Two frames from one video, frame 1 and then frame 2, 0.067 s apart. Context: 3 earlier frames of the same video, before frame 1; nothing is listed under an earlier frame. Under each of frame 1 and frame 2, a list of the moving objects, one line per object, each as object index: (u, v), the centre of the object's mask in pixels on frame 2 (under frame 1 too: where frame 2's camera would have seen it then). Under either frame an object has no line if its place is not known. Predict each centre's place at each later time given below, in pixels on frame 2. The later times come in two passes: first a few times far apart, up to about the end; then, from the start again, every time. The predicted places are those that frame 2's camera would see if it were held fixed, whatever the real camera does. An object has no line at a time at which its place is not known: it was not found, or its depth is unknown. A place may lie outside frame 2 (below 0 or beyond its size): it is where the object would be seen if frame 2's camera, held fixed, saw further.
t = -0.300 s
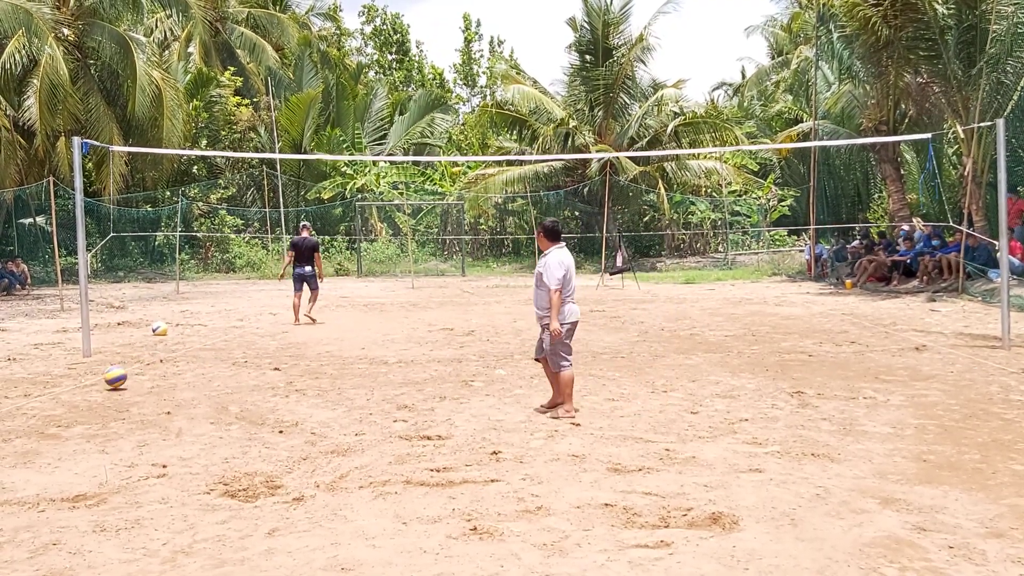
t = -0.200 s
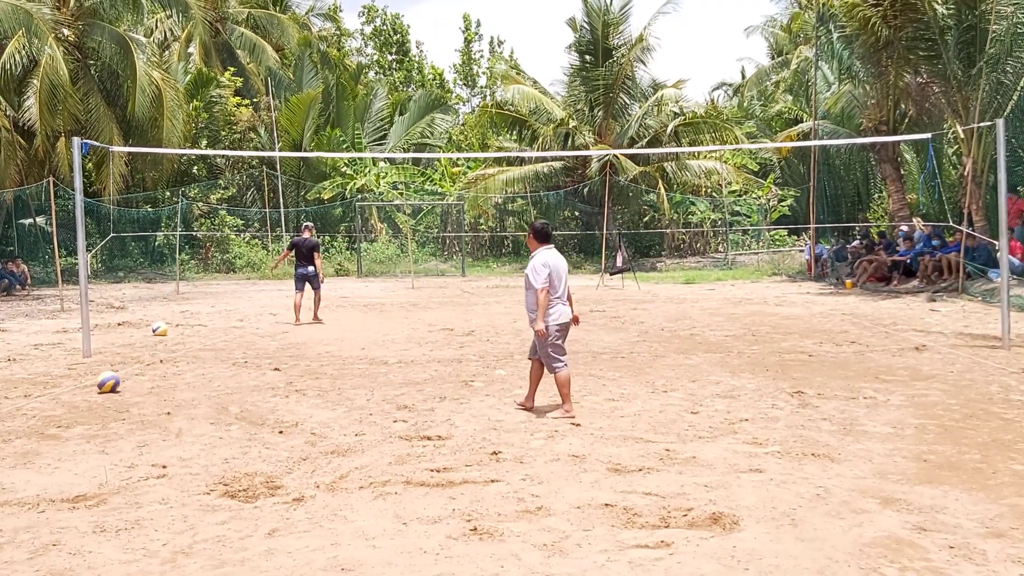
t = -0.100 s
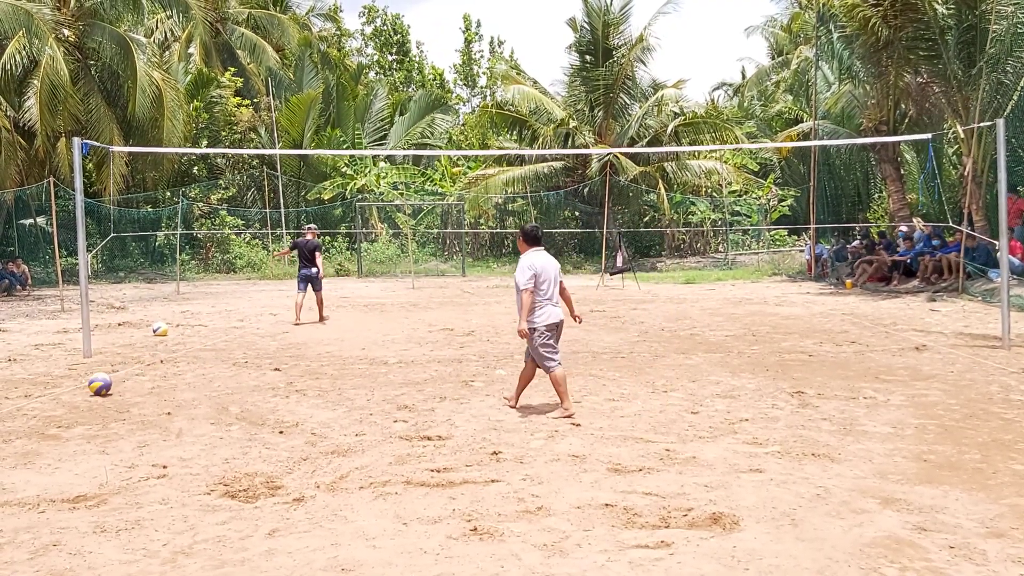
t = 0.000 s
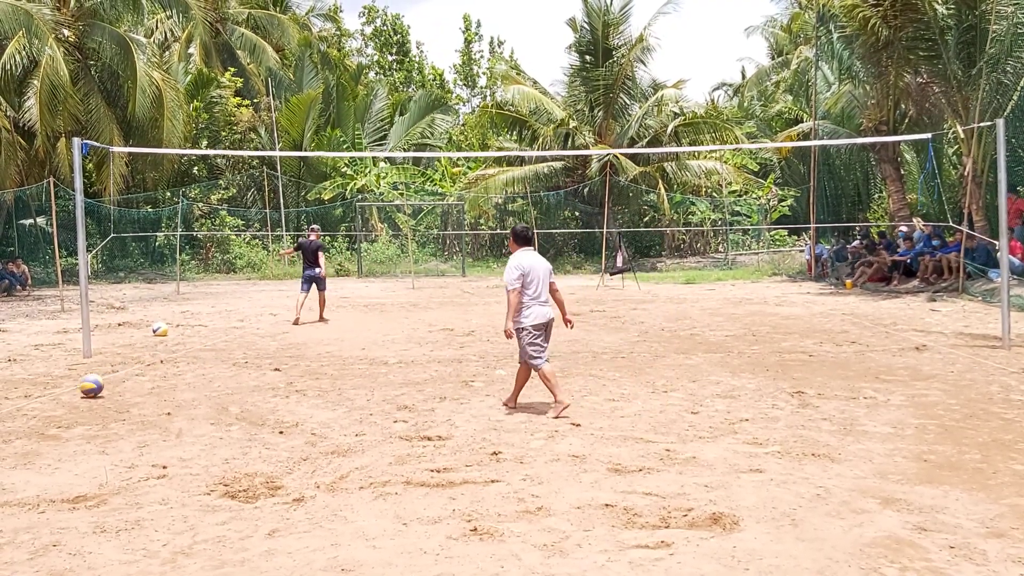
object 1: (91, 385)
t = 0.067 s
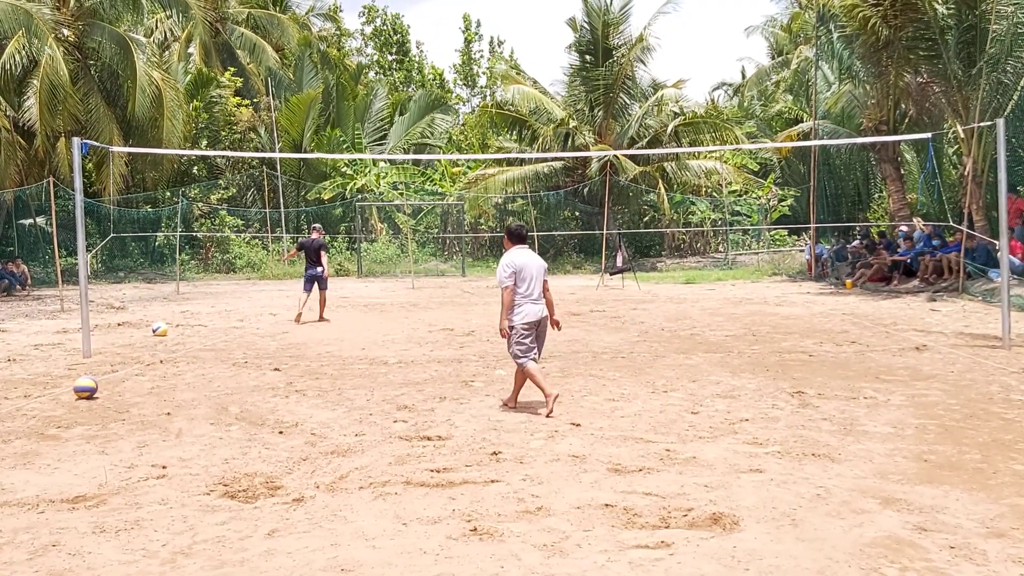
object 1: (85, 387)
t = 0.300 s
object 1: (64, 392)
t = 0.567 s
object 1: (39, 396)
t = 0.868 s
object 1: (12, 402)
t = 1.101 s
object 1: (3, 403)
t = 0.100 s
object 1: (83, 388)
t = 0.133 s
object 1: (80, 388)
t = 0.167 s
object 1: (77, 389)
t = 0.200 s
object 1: (74, 390)
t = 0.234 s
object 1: (70, 391)
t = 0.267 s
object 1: (67, 392)
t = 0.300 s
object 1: (64, 392)
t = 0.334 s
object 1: (60, 393)
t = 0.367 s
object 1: (57, 394)
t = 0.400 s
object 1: (54, 395)
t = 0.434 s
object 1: (51, 394)
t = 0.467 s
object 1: (47, 394)
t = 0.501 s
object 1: (44, 396)
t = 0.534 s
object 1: (42, 395)
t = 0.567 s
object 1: (39, 396)
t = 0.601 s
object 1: (36, 397)
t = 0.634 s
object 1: (33, 398)
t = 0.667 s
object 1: (29, 399)
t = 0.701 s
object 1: (27, 400)
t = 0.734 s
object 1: (24, 400)
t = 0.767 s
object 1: (20, 400)
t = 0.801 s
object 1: (17, 400)
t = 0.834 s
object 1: (14, 401)
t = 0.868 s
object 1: (12, 402)
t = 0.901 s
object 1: (10, 402)
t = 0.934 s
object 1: (9, 402)
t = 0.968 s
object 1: (8, 402)
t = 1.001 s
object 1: (6, 402)
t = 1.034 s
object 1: (5, 403)
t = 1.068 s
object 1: (4, 404)
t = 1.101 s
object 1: (3, 403)
